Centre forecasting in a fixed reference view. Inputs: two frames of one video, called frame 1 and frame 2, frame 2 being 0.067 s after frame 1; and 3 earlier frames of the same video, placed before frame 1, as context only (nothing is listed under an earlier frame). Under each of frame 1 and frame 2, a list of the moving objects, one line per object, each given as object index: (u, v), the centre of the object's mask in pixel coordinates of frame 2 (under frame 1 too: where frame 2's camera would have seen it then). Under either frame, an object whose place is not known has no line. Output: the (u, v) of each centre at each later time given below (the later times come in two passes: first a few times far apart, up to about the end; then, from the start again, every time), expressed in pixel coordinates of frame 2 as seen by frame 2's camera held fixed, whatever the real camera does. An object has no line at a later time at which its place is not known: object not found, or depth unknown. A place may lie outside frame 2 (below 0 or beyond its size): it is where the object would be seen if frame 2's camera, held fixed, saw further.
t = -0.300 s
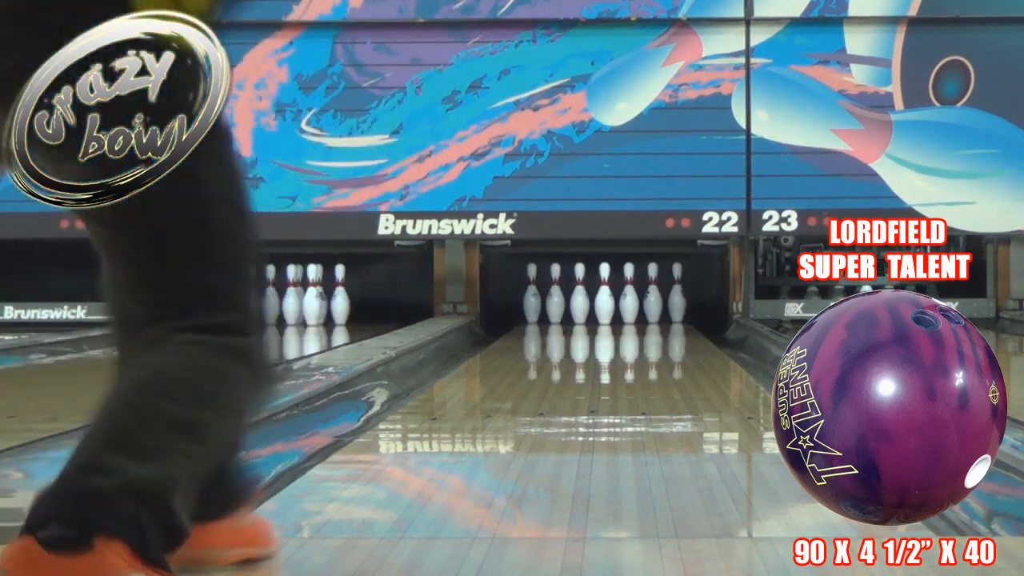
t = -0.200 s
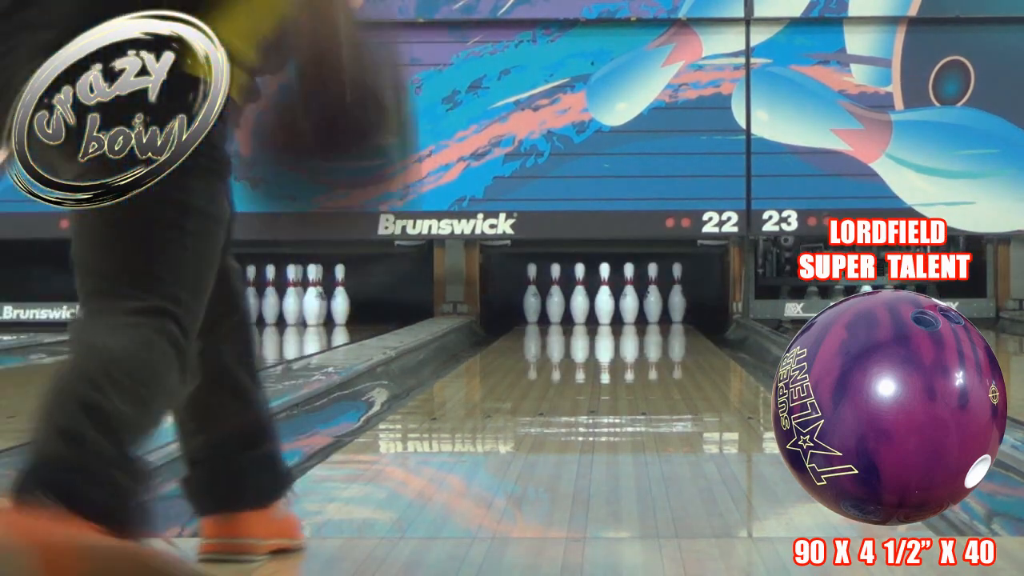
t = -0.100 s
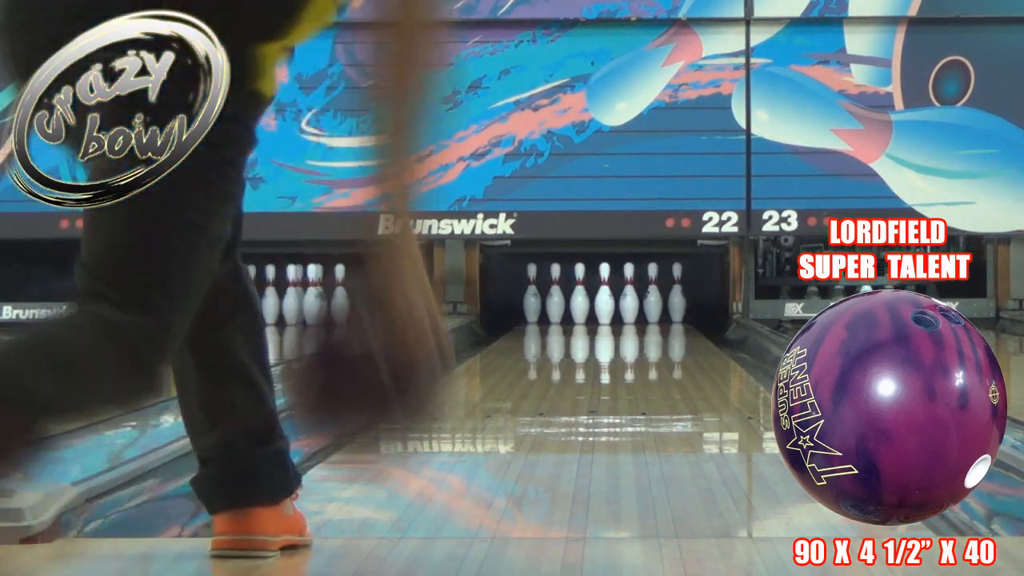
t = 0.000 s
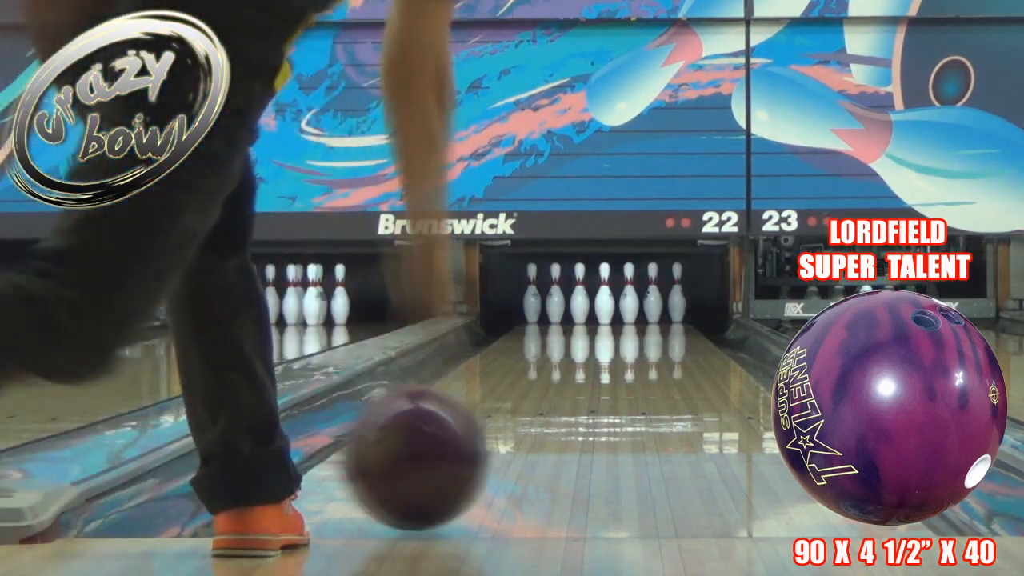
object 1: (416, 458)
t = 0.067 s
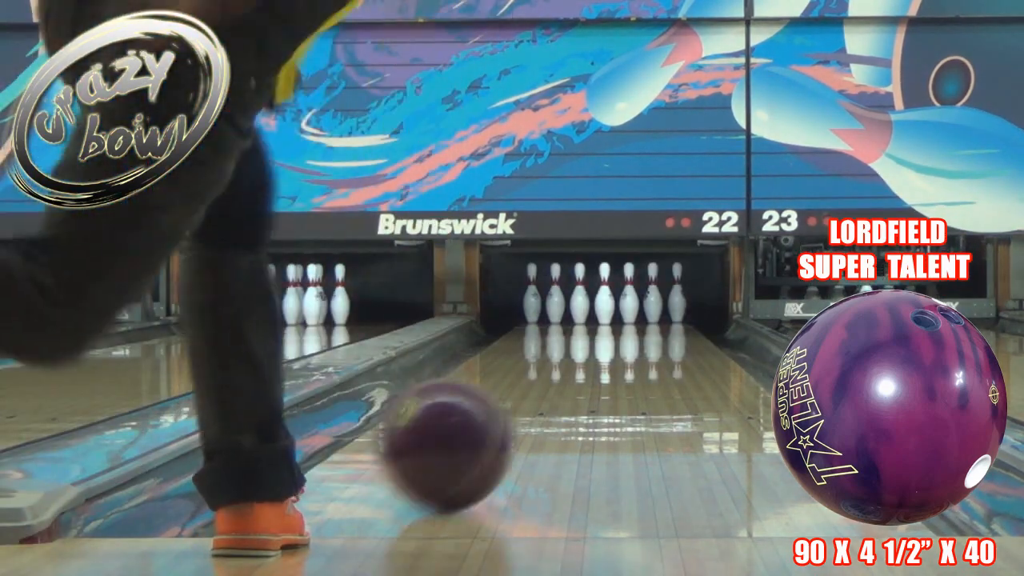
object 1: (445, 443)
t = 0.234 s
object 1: (505, 413)
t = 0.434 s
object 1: (552, 388)
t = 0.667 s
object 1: (589, 368)
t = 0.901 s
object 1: (612, 352)
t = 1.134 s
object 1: (629, 341)
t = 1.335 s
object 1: (639, 333)
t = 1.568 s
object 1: (647, 326)
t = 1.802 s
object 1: (650, 320)
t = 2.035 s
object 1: (648, 316)
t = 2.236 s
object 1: (638, 312)
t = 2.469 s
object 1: (620, 309)
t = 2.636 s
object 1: (607, 308)
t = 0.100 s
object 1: (460, 437)
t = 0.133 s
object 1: (472, 430)
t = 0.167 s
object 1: (483, 423)
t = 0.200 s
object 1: (493, 417)
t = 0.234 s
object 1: (505, 413)
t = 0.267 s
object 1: (513, 408)
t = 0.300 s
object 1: (522, 403)
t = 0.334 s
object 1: (530, 398)
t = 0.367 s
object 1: (538, 395)
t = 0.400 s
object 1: (544, 392)
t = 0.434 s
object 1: (552, 388)
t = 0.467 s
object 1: (558, 385)
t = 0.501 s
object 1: (564, 382)
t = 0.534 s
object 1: (569, 378)
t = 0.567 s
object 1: (575, 375)
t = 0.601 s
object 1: (579, 373)
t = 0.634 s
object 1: (584, 370)
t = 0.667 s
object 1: (589, 368)
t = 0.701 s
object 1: (592, 365)
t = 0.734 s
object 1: (596, 363)
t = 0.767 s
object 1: (600, 361)
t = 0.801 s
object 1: (605, 358)
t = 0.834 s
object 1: (606, 356)
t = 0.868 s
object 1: (609, 354)
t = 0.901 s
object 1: (612, 352)
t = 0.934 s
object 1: (615, 350)
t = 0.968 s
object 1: (618, 348)
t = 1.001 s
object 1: (620, 347)
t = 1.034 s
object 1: (622, 345)
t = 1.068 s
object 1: (624, 344)
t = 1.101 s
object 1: (627, 342)
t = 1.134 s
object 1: (629, 341)
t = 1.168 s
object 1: (631, 340)
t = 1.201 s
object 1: (633, 338)
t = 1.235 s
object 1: (634, 337)
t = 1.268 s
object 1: (636, 335)
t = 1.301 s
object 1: (637, 334)
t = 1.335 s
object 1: (639, 333)
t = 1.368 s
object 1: (640, 332)
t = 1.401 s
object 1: (641, 331)
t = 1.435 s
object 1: (643, 330)
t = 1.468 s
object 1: (644, 329)
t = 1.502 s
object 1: (644, 328)
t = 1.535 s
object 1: (645, 327)
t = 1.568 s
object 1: (647, 326)
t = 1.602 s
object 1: (647, 325)
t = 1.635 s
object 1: (648, 325)
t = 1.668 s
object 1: (649, 324)
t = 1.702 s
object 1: (650, 323)
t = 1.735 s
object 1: (650, 322)
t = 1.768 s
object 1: (650, 321)
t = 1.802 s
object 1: (650, 320)
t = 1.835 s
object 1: (651, 319)
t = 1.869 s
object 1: (650, 319)
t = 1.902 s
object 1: (650, 318)
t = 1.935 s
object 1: (650, 318)
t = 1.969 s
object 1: (650, 317)
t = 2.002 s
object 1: (648, 316)
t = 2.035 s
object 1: (648, 316)
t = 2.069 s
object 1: (646, 315)
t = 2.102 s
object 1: (645, 314)
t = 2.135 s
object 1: (644, 314)
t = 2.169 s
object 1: (642, 313)
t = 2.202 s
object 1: (640, 313)
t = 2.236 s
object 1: (638, 312)
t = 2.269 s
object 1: (636, 312)
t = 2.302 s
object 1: (634, 311)
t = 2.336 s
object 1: (632, 311)
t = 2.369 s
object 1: (629, 310)
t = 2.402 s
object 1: (626, 309)
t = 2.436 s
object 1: (623, 309)
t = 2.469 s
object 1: (620, 309)
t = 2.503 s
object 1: (616, 308)
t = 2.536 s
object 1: (613, 308)
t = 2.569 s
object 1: (610, 307)
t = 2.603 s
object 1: (609, 307)
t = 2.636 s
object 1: (607, 308)
